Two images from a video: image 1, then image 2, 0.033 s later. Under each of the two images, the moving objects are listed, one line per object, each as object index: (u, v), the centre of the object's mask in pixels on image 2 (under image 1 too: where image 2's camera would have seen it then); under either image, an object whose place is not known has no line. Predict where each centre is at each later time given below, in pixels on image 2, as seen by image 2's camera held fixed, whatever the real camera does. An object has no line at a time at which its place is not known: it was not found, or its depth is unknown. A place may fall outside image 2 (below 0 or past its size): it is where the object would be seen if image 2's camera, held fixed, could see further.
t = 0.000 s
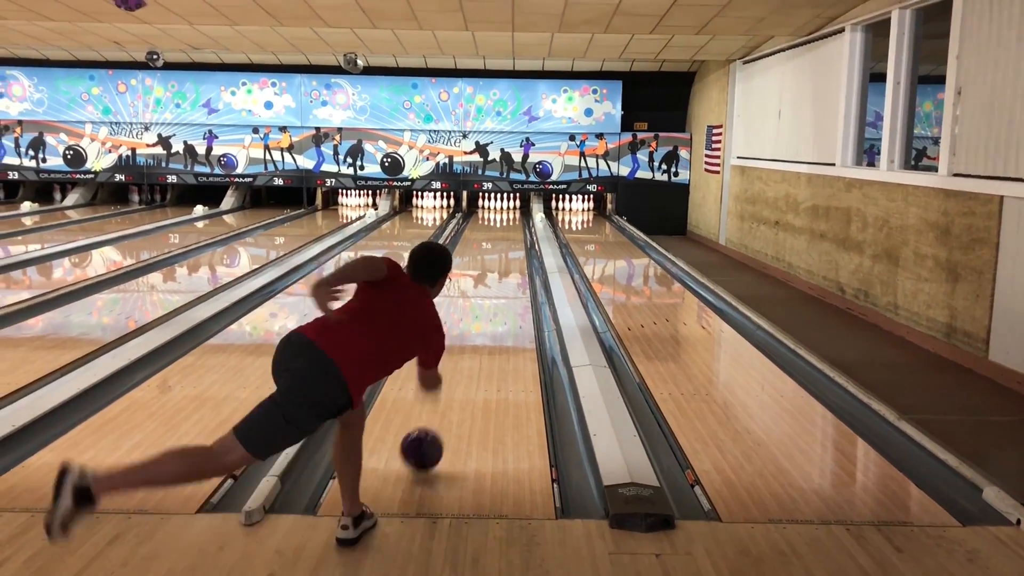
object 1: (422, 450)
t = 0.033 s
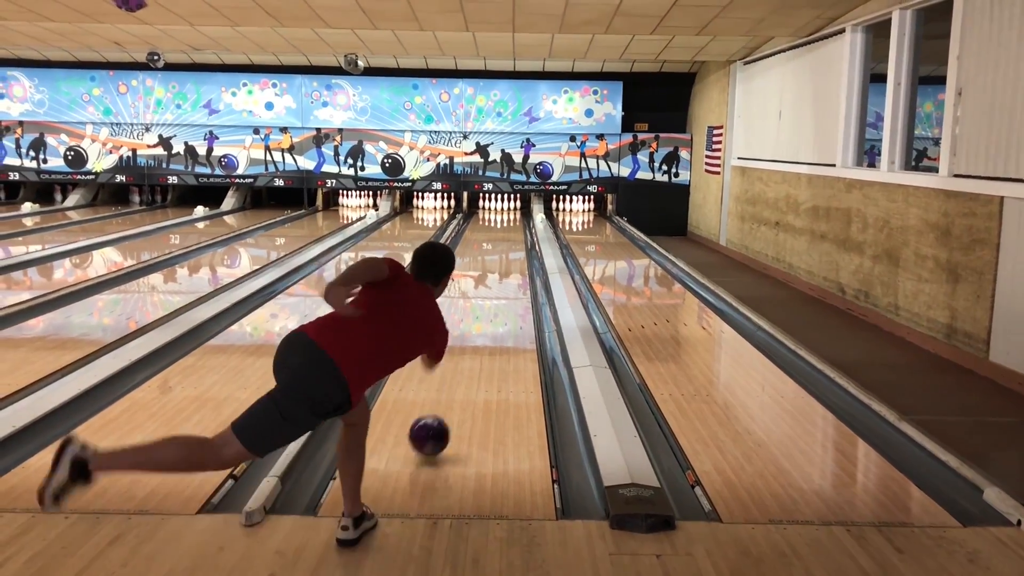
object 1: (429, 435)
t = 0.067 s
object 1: (435, 425)
